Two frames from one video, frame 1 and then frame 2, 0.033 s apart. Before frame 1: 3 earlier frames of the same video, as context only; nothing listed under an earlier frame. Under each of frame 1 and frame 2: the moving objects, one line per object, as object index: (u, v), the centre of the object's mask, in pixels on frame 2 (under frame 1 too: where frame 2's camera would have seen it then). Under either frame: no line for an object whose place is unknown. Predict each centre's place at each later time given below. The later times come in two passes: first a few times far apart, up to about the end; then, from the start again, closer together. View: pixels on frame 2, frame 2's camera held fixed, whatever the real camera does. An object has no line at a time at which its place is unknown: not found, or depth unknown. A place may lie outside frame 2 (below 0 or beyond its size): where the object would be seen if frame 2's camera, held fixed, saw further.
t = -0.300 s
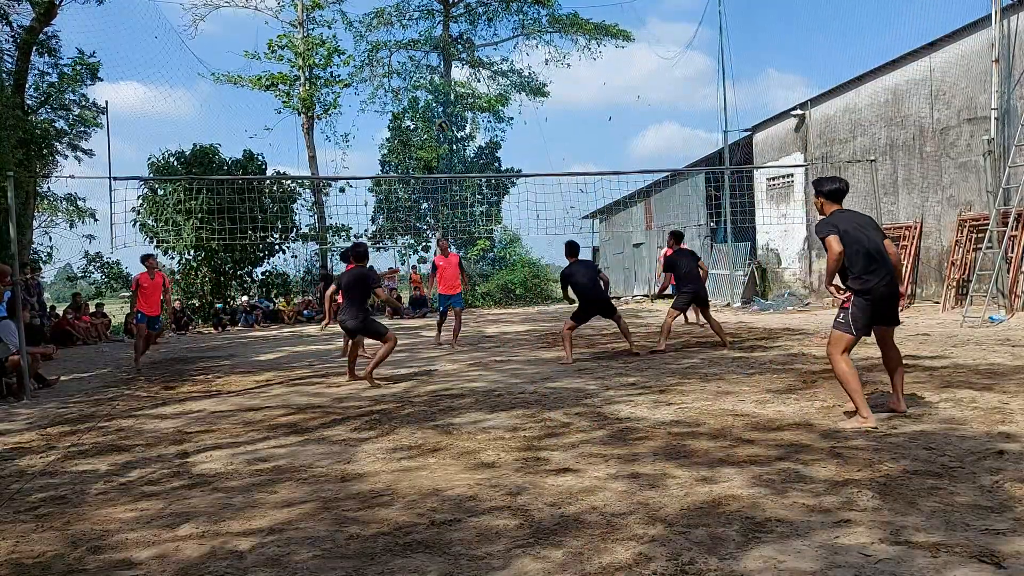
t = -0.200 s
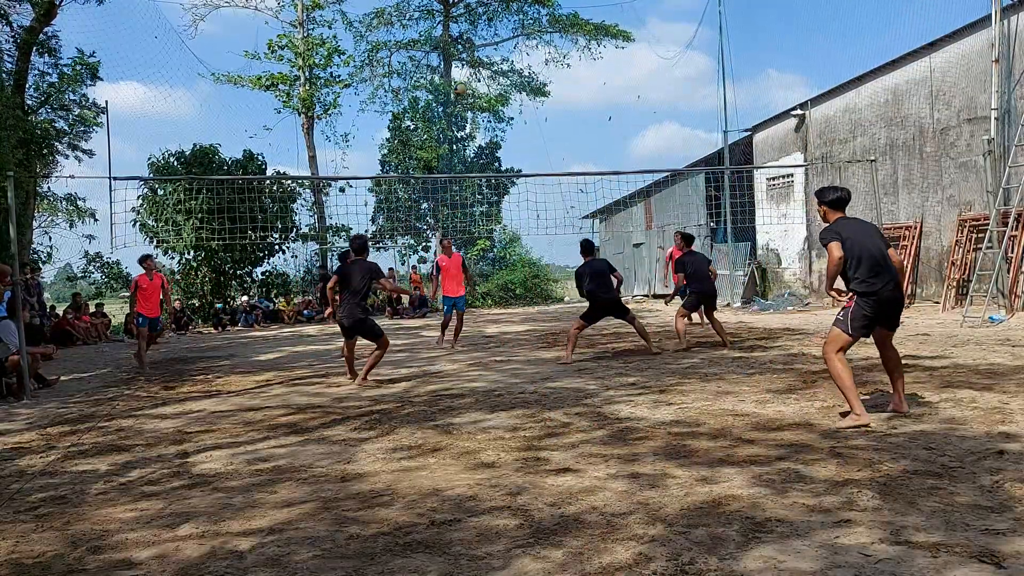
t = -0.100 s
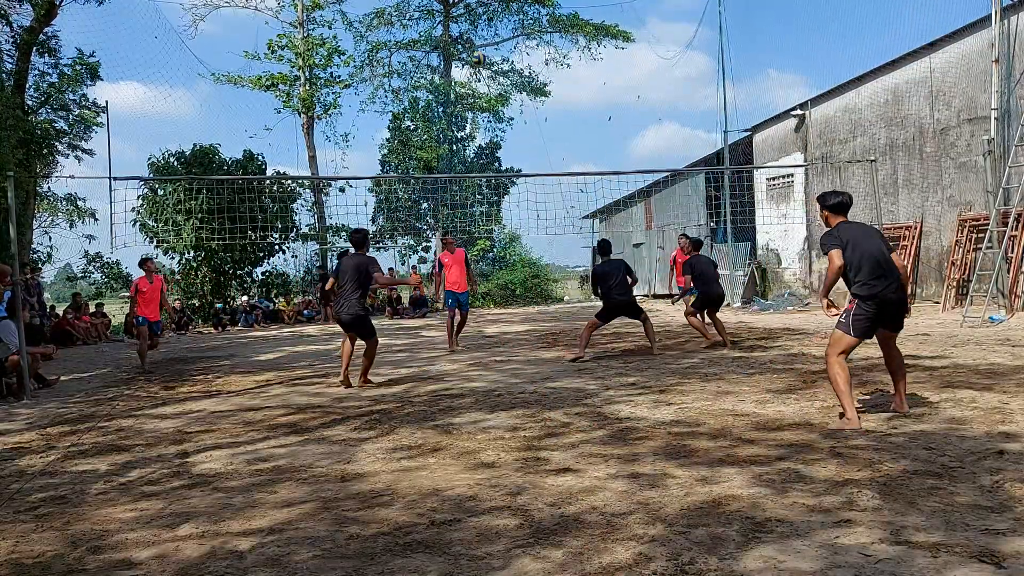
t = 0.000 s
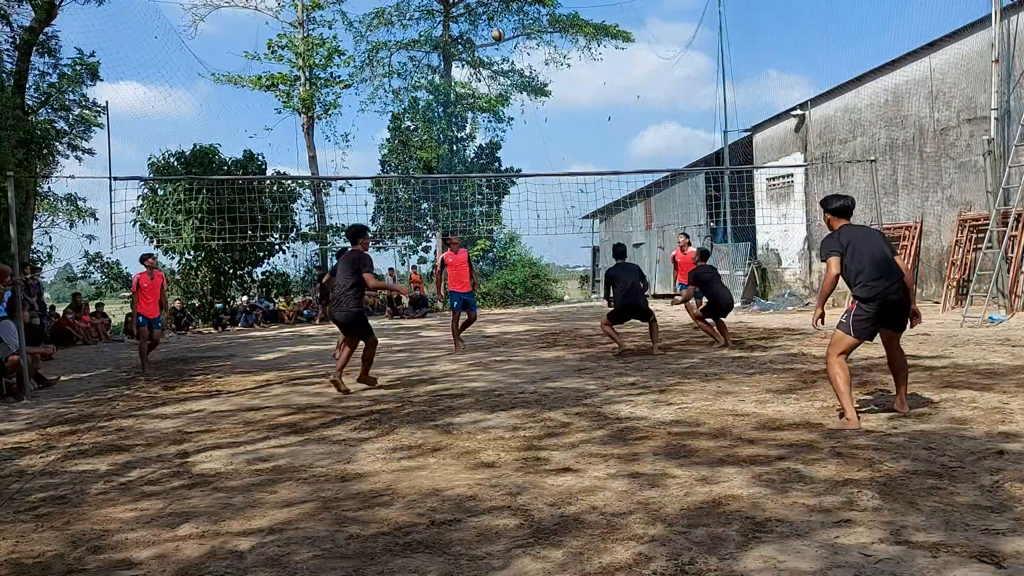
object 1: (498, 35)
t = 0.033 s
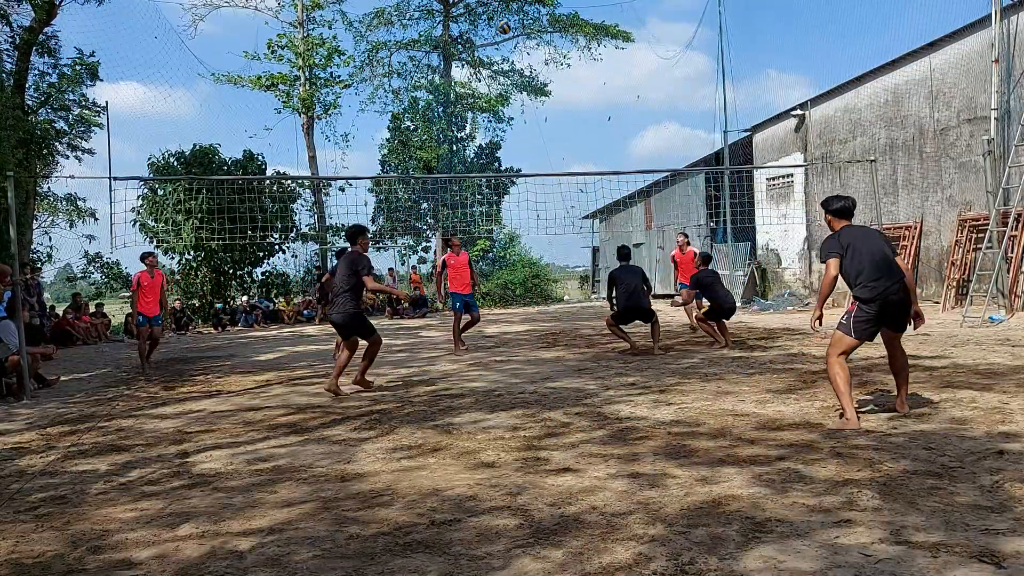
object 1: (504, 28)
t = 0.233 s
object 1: (543, 4)
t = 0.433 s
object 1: (584, 4)
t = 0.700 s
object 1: (640, 43)
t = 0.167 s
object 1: (530, 7)
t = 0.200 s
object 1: (537, 5)
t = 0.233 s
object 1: (543, 4)
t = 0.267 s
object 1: (550, 4)
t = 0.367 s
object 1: (570, 3)
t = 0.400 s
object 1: (577, 4)
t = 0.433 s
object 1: (584, 4)
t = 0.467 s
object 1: (591, 6)
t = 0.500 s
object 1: (598, 8)
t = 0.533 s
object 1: (605, 13)
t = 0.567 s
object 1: (612, 17)
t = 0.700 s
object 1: (640, 43)
